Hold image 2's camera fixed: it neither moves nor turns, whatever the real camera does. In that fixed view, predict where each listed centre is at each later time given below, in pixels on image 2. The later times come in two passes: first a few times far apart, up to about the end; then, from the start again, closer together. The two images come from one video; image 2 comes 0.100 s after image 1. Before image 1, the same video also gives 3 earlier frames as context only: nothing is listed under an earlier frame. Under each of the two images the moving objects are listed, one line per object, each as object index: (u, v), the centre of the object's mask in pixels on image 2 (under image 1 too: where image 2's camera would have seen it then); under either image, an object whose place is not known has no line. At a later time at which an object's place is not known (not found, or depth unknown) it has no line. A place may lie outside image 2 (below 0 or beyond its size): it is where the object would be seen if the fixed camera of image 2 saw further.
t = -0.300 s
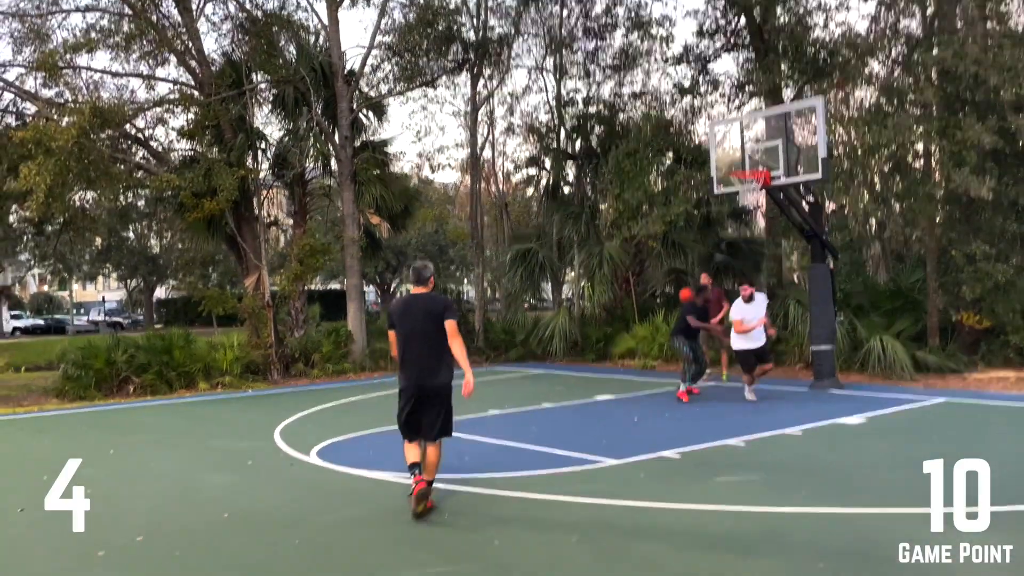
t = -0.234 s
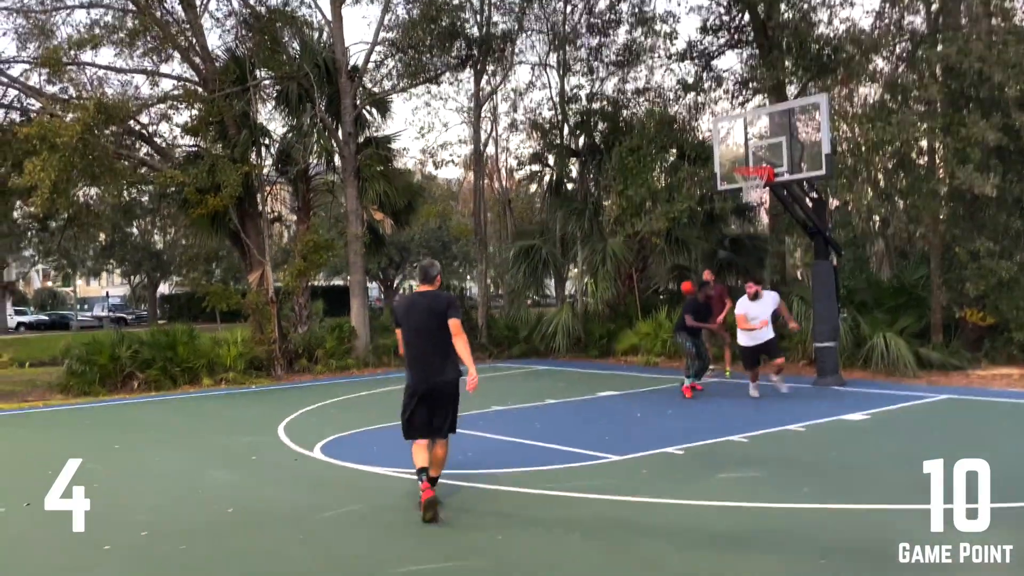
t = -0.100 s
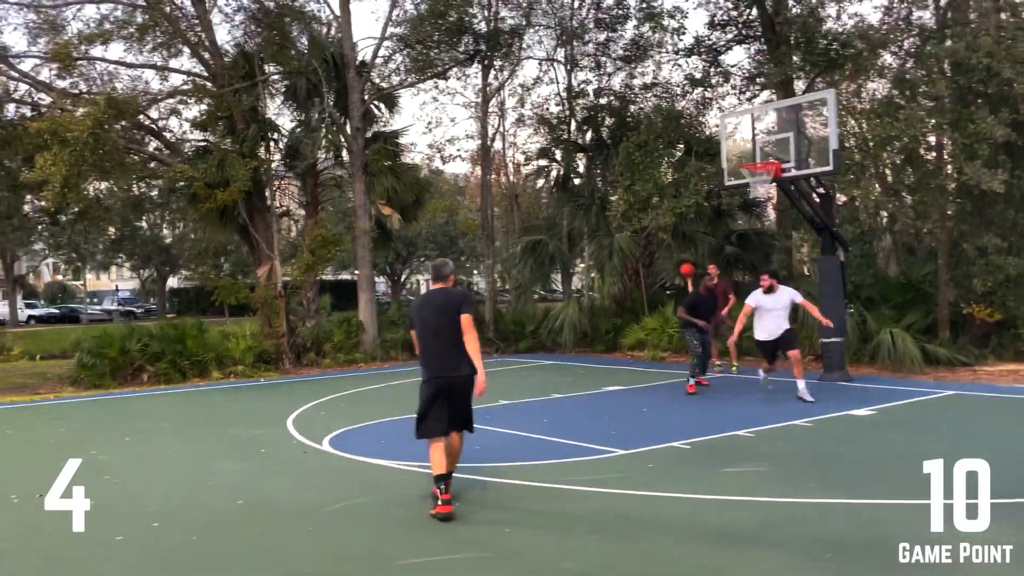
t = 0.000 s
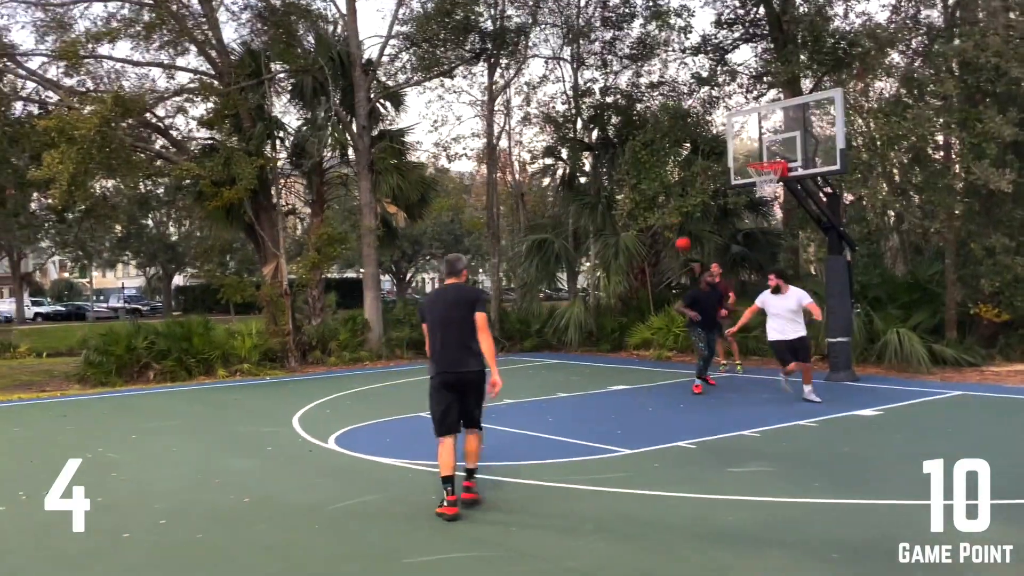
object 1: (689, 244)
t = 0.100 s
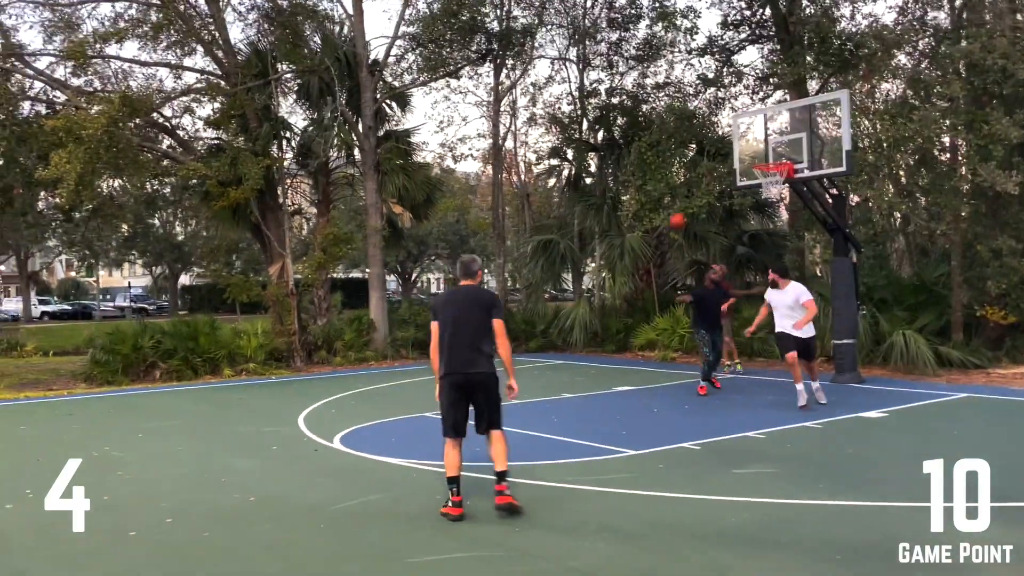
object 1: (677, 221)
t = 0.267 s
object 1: (657, 191)
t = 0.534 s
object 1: (612, 176)
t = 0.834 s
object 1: (536, 241)
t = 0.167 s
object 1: (670, 207)
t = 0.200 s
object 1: (665, 202)
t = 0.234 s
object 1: (661, 196)
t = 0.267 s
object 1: (657, 191)
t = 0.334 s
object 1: (647, 183)
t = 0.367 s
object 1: (641, 179)
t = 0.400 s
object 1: (636, 177)
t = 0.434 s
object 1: (630, 176)
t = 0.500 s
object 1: (618, 175)
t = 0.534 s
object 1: (612, 176)
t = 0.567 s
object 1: (606, 177)
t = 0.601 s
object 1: (598, 180)
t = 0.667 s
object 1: (582, 191)
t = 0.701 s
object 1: (573, 197)
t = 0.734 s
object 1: (565, 206)
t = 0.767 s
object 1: (556, 215)
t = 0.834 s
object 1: (536, 241)
